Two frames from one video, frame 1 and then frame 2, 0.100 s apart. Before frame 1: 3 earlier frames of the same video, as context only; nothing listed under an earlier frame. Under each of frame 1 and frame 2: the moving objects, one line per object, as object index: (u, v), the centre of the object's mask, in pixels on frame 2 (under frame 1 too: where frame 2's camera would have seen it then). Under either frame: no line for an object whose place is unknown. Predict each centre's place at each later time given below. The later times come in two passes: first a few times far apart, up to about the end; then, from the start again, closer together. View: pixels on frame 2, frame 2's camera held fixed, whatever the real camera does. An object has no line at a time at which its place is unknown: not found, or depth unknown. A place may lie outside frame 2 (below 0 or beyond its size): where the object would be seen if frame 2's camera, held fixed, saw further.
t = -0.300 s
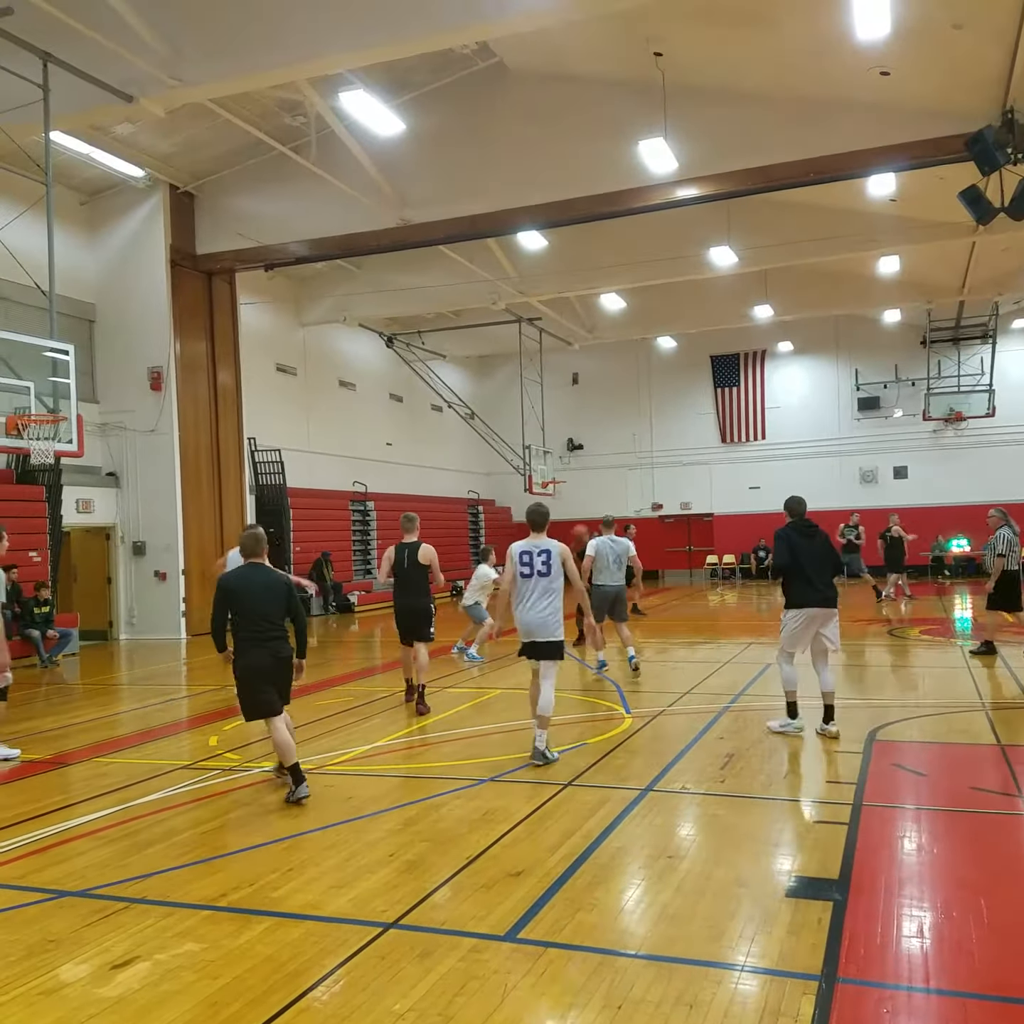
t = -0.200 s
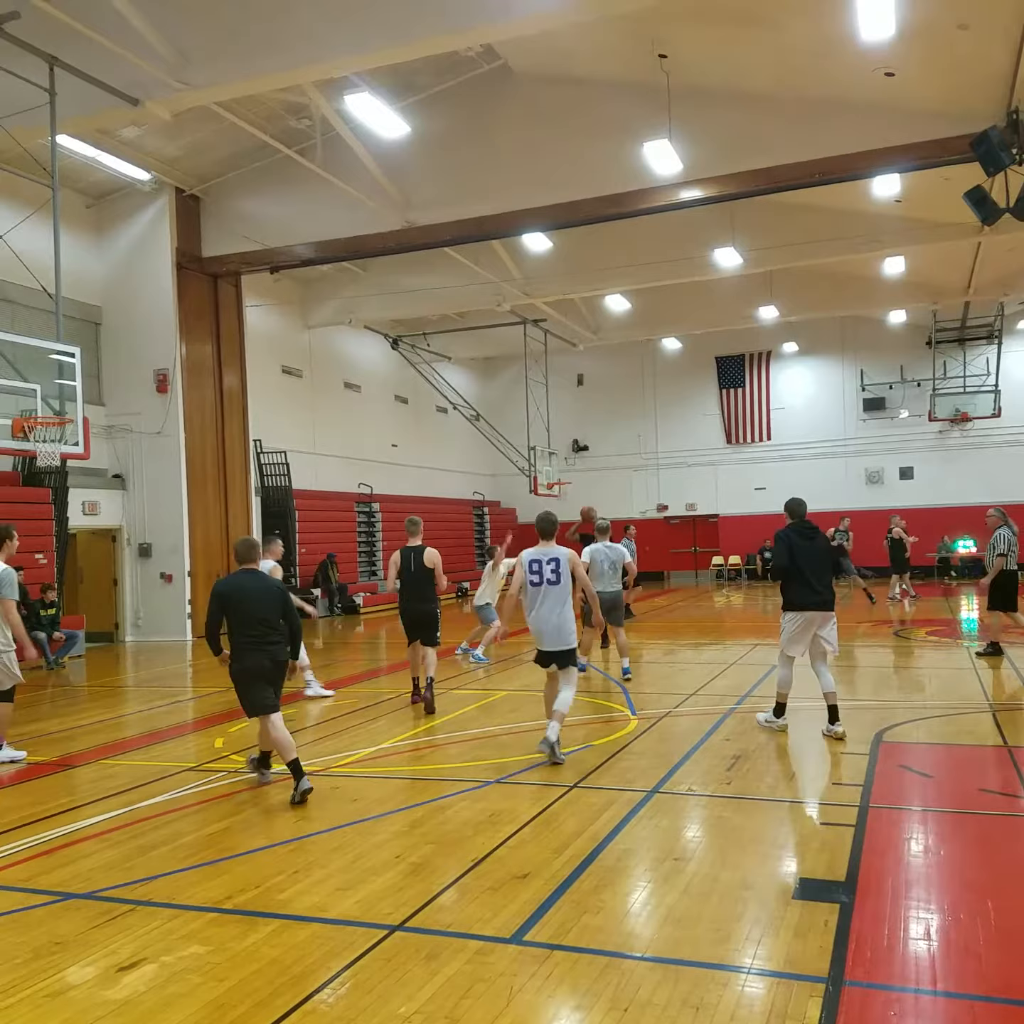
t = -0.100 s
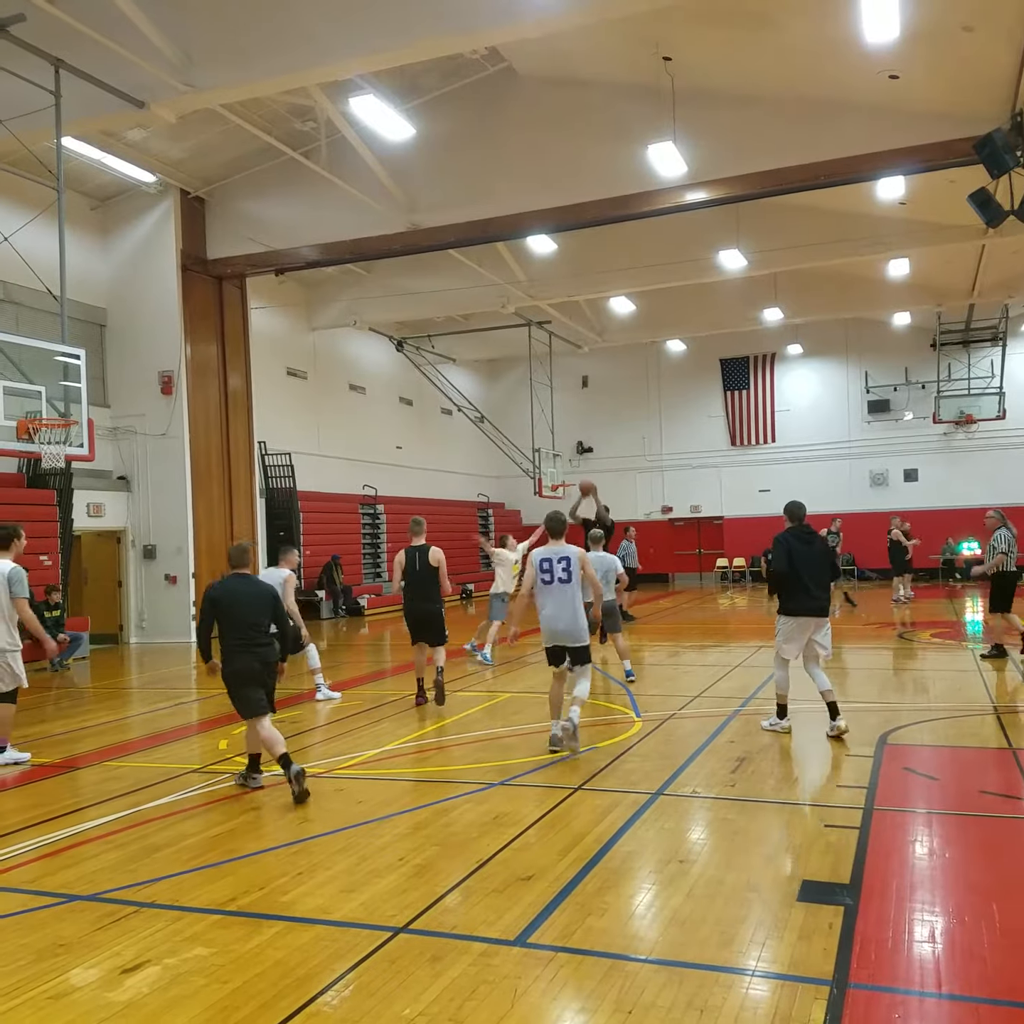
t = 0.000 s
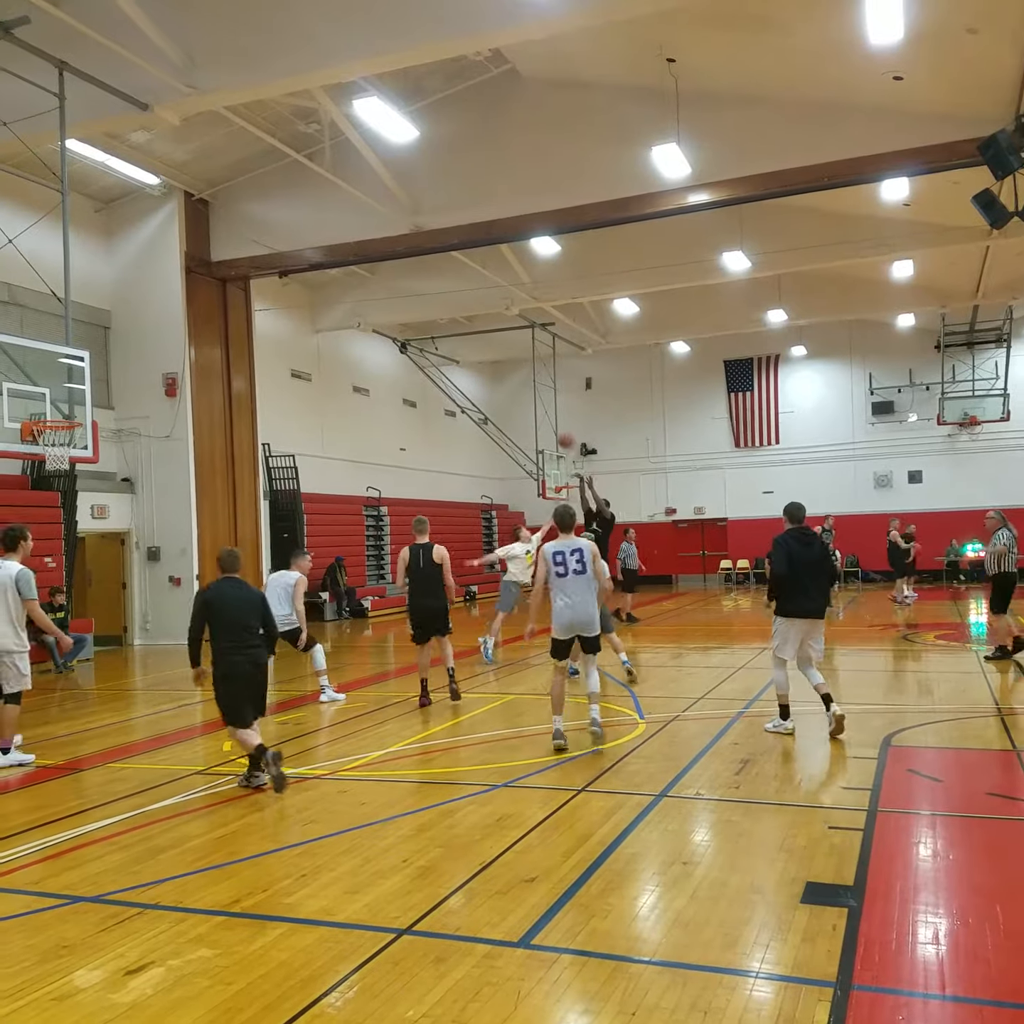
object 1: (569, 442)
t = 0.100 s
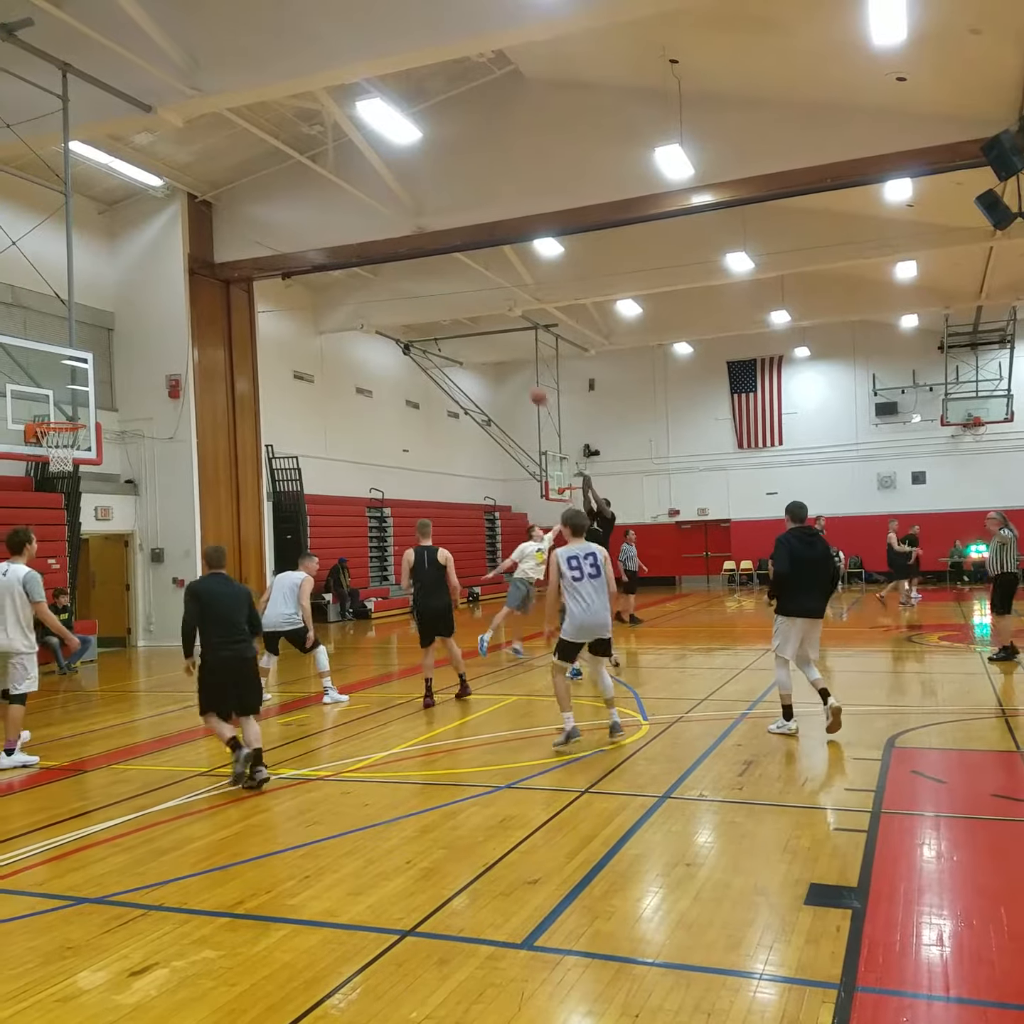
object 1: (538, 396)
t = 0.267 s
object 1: (488, 333)
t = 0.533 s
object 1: (397, 261)
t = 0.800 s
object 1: (298, 241)
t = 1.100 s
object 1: (176, 287)
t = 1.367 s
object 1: (55, 403)
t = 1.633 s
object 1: (180, 389)
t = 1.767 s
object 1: (260, 393)
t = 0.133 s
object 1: (528, 384)
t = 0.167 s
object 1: (518, 370)
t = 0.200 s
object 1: (508, 357)
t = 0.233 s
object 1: (498, 346)
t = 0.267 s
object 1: (488, 333)
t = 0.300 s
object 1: (475, 323)
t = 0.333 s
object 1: (464, 310)
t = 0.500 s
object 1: (409, 267)
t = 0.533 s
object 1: (397, 261)
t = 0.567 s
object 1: (387, 256)
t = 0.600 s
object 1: (375, 251)
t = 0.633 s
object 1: (363, 247)
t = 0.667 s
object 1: (350, 244)
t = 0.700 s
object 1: (337, 242)
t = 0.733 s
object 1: (325, 241)
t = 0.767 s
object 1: (312, 240)
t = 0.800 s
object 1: (298, 241)
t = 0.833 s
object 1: (285, 241)
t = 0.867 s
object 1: (272, 244)
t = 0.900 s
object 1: (260, 247)
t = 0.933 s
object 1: (246, 250)
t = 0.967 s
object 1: (232, 253)
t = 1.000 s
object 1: (220, 262)
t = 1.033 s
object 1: (204, 269)
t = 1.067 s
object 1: (191, 278)
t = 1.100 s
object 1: (176, 287)
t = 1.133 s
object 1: (162, 297)
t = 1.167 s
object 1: (147, 309)
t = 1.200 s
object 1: (132, 321)
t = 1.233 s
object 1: (118, 335)
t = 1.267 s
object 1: (102, 351)
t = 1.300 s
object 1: (88, 367)
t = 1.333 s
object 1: (71, 385)
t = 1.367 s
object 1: (55, 403)
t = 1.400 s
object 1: (45, 418)
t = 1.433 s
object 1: (66, 412)
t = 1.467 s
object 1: (83, 406)
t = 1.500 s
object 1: (105, 400)
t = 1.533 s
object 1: (123, 395)
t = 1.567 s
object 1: (143, 392)
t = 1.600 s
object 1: (164, 390)
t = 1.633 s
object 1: (180, 389)
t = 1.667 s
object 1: (202, 388)
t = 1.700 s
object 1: (220, 388)
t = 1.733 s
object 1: (240, 390)
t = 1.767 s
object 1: (260, 393)
